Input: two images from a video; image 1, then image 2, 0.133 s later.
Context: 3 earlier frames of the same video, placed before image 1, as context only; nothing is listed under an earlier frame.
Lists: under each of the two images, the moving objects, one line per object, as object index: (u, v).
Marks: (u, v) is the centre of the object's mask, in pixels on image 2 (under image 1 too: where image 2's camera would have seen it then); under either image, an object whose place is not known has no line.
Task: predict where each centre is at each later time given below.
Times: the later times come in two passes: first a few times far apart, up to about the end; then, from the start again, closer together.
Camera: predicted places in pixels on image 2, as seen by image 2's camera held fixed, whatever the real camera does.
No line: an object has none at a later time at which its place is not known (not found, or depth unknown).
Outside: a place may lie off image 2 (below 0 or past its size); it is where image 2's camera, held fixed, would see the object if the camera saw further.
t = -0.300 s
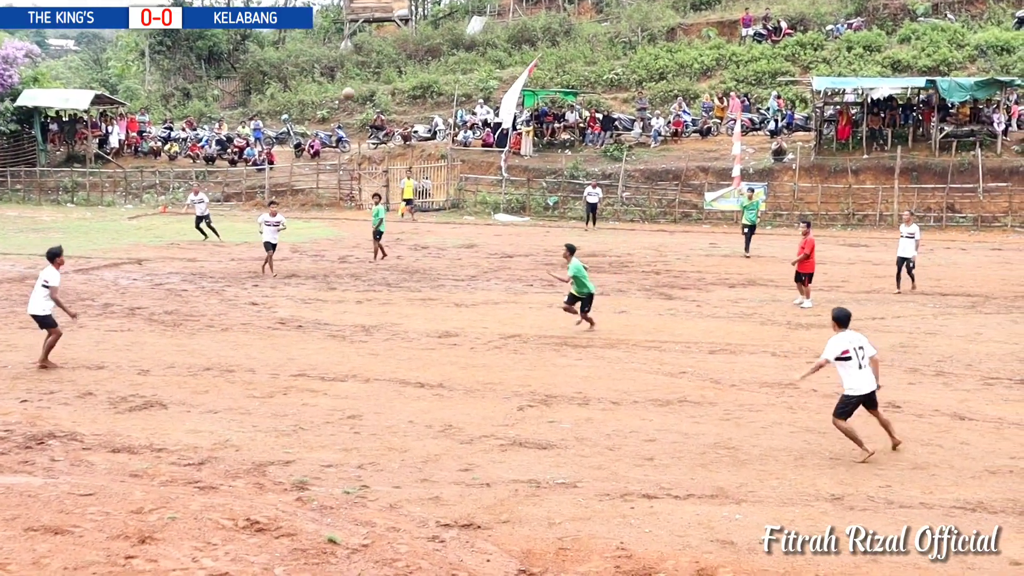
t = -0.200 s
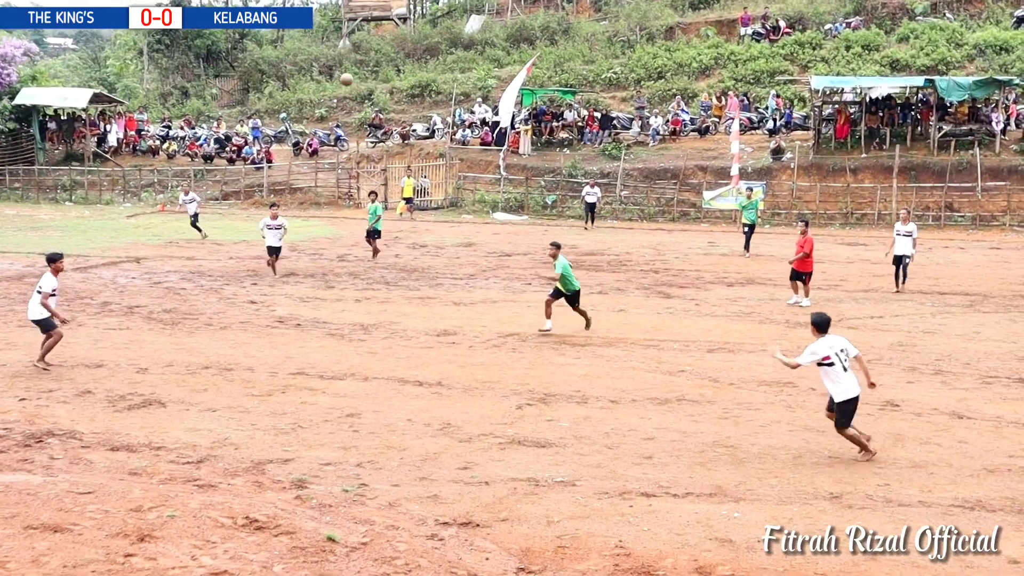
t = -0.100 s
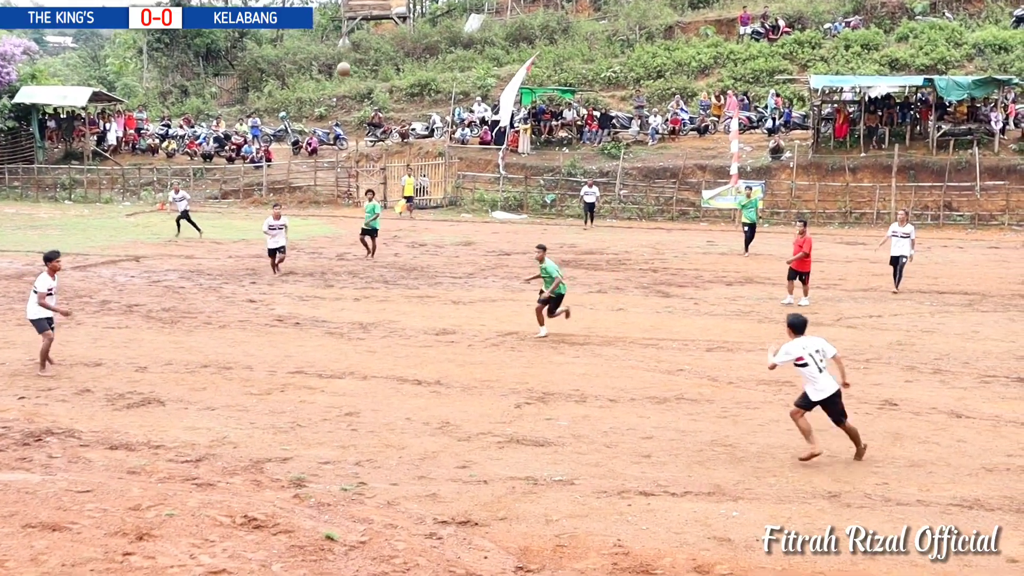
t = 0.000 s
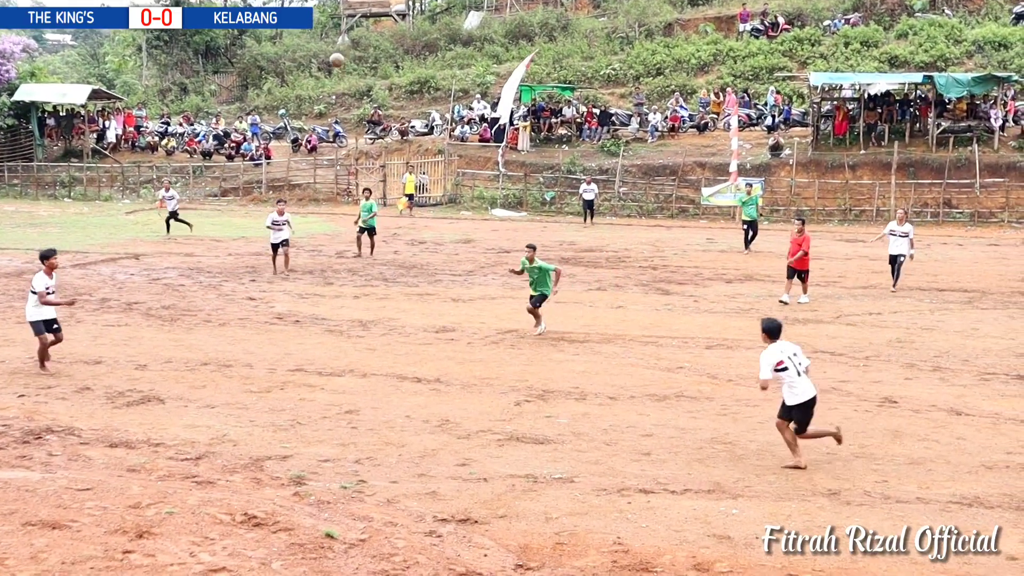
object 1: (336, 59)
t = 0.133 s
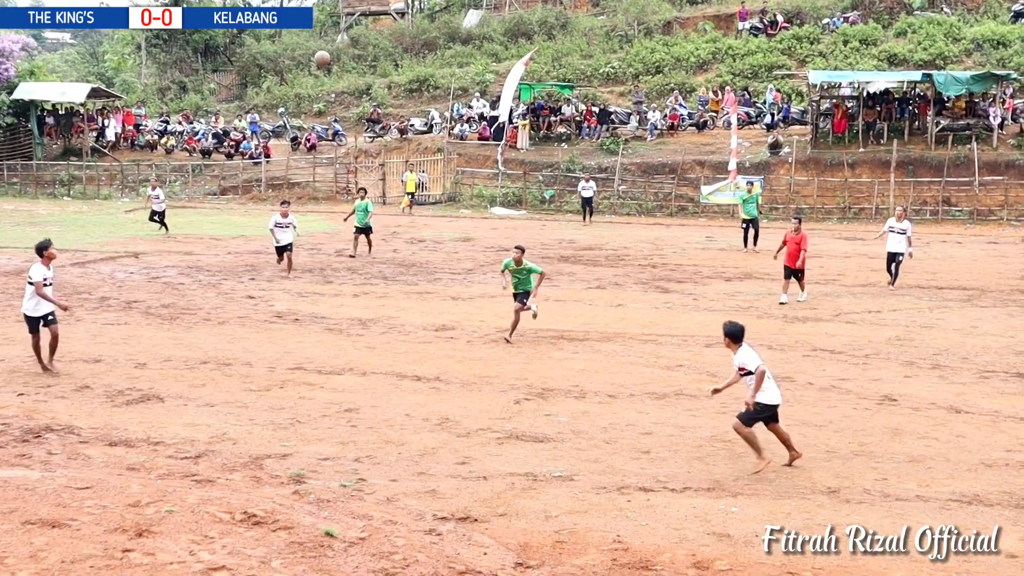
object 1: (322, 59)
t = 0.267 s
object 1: (302, 64)
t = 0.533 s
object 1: (243, 143)
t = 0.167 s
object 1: (318, 58)
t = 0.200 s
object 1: (313, 61)
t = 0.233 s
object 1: (308, 64)
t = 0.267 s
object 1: (302, 64)
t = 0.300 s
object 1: (296, 71)
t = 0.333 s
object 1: (290, 79)
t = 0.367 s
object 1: (281, 82)
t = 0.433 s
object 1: (268, 108)
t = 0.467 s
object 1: (259, 116)
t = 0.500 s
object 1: (251, 128)
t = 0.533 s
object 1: (243, 143)
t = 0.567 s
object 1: (235, 156)
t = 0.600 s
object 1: (227, 165)
